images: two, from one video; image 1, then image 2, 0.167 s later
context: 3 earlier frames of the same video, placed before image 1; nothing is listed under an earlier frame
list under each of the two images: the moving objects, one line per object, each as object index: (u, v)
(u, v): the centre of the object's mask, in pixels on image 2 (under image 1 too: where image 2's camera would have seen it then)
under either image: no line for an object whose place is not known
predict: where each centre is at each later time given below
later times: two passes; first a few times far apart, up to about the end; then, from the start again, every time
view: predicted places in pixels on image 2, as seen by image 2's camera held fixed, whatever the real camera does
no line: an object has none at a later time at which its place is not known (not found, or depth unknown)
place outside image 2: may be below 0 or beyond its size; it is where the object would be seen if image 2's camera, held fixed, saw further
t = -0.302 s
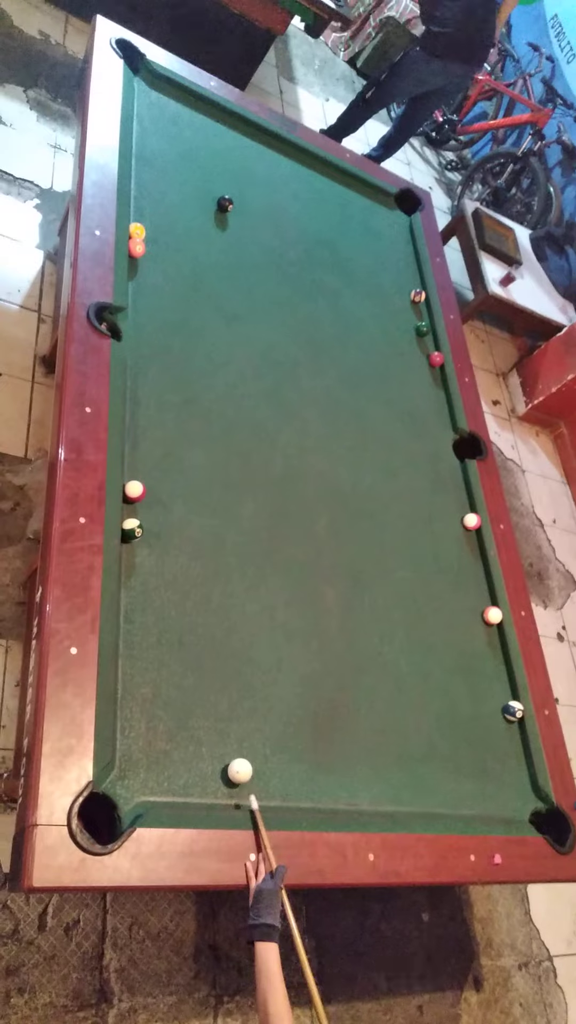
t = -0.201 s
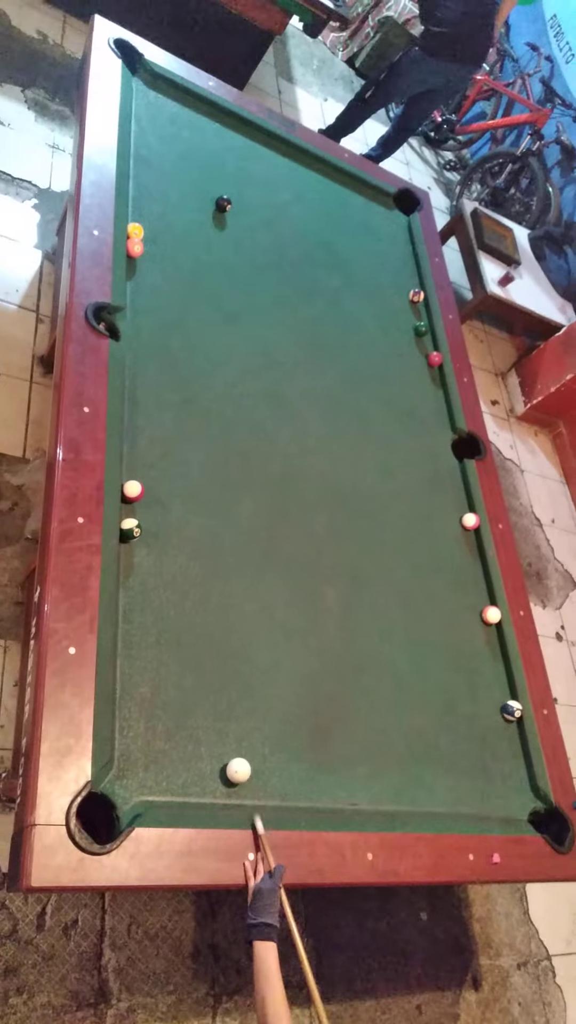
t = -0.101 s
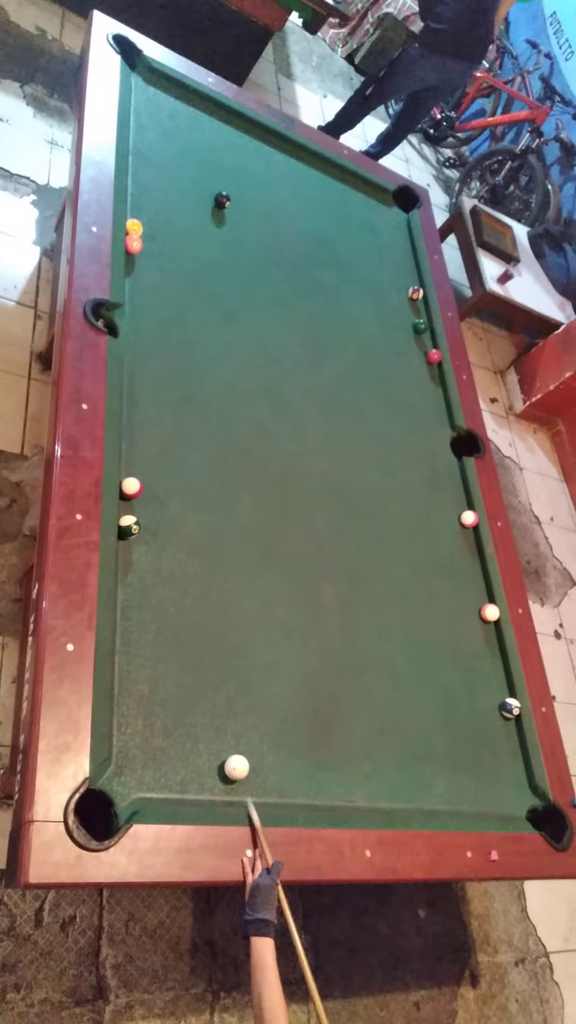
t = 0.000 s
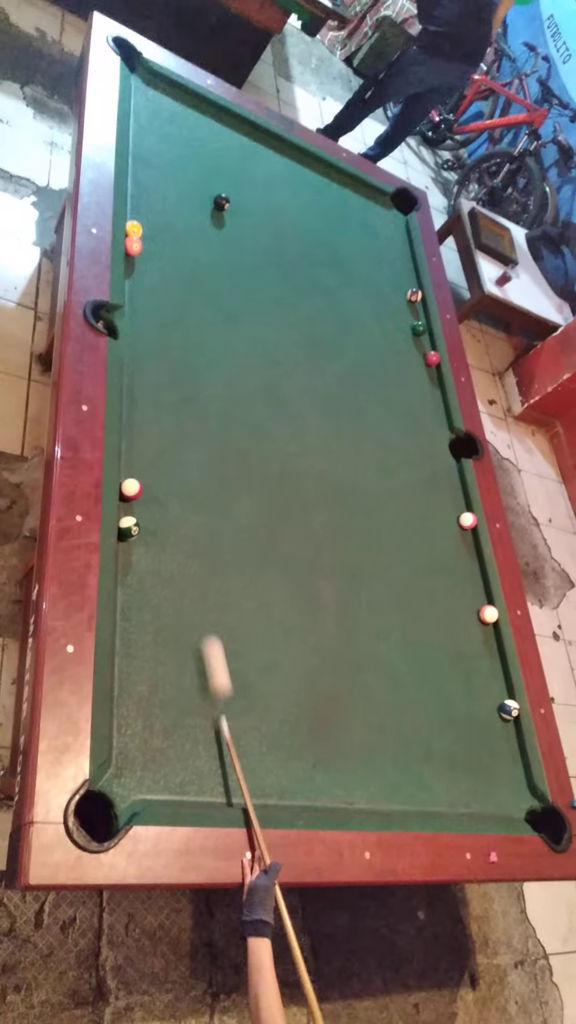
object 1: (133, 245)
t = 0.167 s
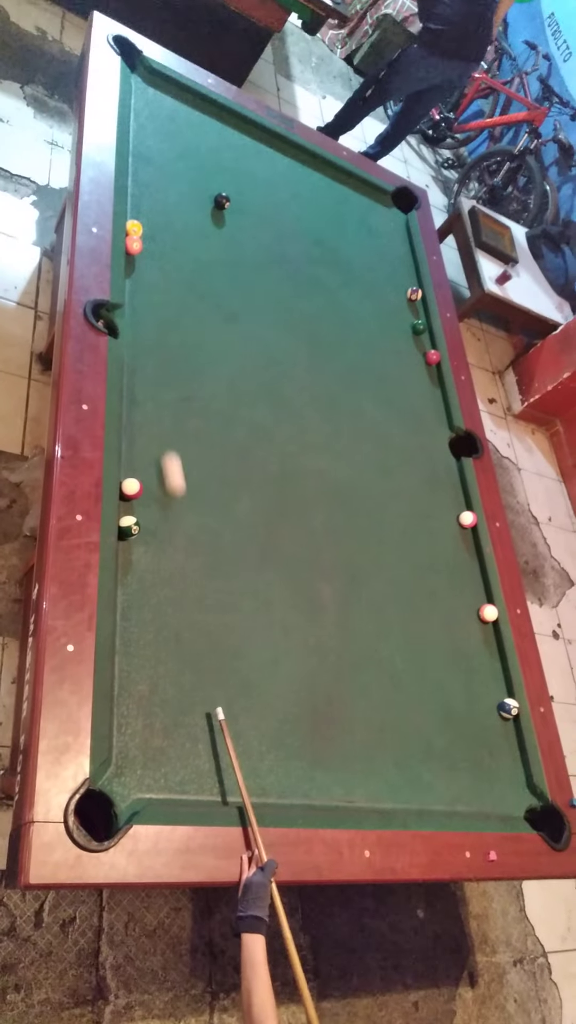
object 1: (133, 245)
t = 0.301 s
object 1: (133, 245)
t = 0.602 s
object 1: (143, 246)
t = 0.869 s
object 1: (160, 252)
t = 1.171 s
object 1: (177, 258)
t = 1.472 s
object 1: (192, 263)
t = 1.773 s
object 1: (204, 268)
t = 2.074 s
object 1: (214, 272)
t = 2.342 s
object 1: (221, 274)
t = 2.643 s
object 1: (226, 276)
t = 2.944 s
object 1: (230, 277)
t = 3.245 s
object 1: (231, 277)
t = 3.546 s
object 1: (231, 277)
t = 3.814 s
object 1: (231, 277)
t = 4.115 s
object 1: (231, 277)
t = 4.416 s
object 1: (232, 277)
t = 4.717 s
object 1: (231, 277)
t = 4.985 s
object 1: (231, 277)
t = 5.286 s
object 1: (231, 277)
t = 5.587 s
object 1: (231, 277)
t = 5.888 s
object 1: (232, 277)
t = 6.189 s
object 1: (232, 277)
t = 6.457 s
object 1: (232, 277)
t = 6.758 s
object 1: (232, 277)
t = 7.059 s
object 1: (231, 277)
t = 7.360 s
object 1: (231, 277)
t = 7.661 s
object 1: (231, 277)
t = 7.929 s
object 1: (231, 277)
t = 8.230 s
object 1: (231, 277)
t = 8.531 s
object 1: (231, 277)
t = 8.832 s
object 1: (231, 277)
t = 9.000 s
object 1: (231, 277)
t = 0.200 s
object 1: (133, 245)
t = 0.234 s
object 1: (133, 245)
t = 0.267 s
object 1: (133, 245)
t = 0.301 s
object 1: (133, 245)
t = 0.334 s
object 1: (133, 245)
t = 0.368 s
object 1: (133, 245)
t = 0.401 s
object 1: (133, 245)
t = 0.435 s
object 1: (133, 244)
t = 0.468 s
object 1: (134, 242)
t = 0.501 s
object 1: (136, 243)
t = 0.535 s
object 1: (138, 244)
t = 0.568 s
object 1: (141, 245)
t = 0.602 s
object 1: (143, 246)
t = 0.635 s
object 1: (145, 246)
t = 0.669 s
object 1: (147, 247)
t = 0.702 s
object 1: (149, 248)
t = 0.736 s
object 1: (152, 249)
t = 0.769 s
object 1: (154, 249)
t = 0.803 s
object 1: (156, 250)
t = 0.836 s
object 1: (158, 251)
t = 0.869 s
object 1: (160, 252)
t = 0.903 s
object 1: (162, 252)
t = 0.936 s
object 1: (164, 253)
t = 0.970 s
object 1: (166, 254)
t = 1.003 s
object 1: (168, 254)
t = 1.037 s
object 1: (170, 255)
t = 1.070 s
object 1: (171, 256)
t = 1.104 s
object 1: (173, 257)
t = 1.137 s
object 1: (175, 257)
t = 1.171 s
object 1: (177, 258)
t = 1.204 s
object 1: (179, 258)
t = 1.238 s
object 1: (180, 259)
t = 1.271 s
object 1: (182, 259)
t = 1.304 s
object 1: (184, 260)
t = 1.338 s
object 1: (186, 260)
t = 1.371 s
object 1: (187, 260)
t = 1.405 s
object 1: (189, 261)
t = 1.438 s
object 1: (190, 262)
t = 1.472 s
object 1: (192, 263)
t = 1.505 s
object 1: (193, 263)
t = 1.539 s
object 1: (195, 264)
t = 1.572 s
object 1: (196, 264)
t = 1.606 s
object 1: (197, 265)
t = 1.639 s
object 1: (199, 266)
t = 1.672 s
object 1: (200, 266)
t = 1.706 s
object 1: (201, 266)
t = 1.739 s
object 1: (203, 267)
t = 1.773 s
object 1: (204, 268)
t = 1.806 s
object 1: (205, 268)
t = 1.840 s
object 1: (206, 269)
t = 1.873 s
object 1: (207, 269)
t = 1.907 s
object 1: (209, 269)
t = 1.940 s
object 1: (209, 270)
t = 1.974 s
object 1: (210, 270)
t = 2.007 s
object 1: (212, 271)
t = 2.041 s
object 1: (213, 271)
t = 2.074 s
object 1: (214, 272)
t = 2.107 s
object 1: (215, 272)
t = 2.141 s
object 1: (215, 272)
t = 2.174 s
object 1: (216, 273)
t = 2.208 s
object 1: (217, 273)
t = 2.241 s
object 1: (218, 273)
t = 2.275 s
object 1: (219, 274)
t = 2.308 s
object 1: (220, 274)
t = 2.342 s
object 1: (221, 274)
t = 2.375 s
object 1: (221, 275)
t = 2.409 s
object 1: (222, 275)
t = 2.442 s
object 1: (223, 275)
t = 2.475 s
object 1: (224, 275)
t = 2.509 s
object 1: (224, 276)
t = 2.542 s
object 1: (225, 276)
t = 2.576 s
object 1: (225, 276)
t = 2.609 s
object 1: (226, 276)
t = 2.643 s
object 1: (226, 276)
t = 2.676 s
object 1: (227, 276)
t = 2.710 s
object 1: (228, 276)
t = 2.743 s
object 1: (228, 277)
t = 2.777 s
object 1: (228, 277)
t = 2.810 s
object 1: (229, 277)
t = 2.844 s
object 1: (229, 277)
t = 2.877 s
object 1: (229, 277)
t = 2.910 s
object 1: (230, 277)
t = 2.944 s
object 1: (230, 277)
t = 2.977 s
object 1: (230, 277)
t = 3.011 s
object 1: (231, 277)
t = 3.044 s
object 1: (231, 277)
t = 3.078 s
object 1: (231, 277)
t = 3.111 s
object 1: (231, 277)
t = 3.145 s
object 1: (231, 277)
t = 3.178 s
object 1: (231, 277)
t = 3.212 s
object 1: (231, 277)
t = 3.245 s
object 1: (231, 277)
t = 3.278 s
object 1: (231, 277)
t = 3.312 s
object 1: (231, 277)
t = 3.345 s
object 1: (231, 277)
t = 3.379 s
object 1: (231, 277)
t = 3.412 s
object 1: (231, 277)
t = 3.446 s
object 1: (231, 277)
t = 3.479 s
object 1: (231, 277)
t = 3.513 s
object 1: (231, 277)
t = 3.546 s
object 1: (231, 277)
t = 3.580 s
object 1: (231, 277)
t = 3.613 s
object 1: (231, 277)
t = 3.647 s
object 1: (231, 277)
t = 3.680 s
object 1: (231, 277)
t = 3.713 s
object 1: (231, 277)
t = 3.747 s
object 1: (231, 278)
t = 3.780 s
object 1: (231, 277)
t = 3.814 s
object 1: (231, 277)
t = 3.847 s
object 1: (231, 277)
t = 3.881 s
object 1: (231, 277)
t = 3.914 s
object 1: (231, 277)
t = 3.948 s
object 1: (231, 277)
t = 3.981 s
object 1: (231, 277)
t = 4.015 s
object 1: (231, 277)
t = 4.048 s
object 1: (231, 277)
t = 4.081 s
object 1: (231, 277)
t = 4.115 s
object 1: (231, 277)
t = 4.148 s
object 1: (231, 277)
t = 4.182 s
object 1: (231, 277)
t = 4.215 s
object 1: (231, 277)
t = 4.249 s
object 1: (231, 277)
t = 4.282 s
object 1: (231, 277)
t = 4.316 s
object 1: (231, 277)
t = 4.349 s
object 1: (232, 277)
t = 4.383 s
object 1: (232, 277)
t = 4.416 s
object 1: (232, 277)
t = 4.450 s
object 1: (232, 277)
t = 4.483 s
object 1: (231, 277)
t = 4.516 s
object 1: (231, 277)
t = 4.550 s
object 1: (231, 277)
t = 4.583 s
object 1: (232, 277)
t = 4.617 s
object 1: (232, 277)
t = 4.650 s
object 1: (231, 277)
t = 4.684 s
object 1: (231, 277)
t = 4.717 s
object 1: (231, 277)
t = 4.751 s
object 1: (231, 277)
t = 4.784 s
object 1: (231, 277)
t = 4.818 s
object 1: (231, 277)
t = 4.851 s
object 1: (232, 277)
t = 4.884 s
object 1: (231, 277)
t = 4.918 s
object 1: (231, 277)
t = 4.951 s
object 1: (231, 277)
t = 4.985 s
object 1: (231, 277)
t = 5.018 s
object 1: (231, 277)
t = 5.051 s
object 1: (231, 277)
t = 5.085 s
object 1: (231, 277)
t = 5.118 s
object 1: (231, 277)
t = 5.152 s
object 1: (231, 277)
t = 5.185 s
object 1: (231, 277)
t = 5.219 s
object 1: (231, 277)
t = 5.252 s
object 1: (231, 277)
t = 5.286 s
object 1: (231, 277)
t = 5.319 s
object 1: (231, 277)
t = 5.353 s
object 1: (231, 277)
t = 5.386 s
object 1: (231, 277)
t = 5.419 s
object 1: (231, 277)
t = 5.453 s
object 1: (231, 277)
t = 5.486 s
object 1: (231, 277)
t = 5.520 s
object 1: (231, 277)
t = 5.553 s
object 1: (231, 277)
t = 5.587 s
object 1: (231, 277)
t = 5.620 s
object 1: (231, 277)
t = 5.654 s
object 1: (231, 277)
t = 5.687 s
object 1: (232, 277)
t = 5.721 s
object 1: (232, 277)
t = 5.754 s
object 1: (232, 277)
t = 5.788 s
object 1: (231, 277)
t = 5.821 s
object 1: (232, 277)
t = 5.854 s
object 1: (232, 277)
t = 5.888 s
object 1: (232, 277)
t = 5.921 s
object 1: (231, 277)
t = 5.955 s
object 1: (231, 277)
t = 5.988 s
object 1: (232, 277)
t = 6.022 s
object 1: (232, 277)
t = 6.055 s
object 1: (231, 277)
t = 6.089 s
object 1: (231, 277)
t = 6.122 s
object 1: (232, 277)
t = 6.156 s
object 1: (232, 277)
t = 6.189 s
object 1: (232, 277)
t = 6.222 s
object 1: (232, 277)
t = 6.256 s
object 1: (231, 277)
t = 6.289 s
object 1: (231, 277)
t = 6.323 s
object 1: (232, 277)
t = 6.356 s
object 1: (232, 277)
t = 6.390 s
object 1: (232, 277)
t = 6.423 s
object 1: (232, 277)
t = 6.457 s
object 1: (232, 277)
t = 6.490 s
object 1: (232, 277)
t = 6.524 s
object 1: (232, 277)
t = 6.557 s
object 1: (232, 277)
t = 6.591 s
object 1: (231, 277)
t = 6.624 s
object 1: (232, 277)
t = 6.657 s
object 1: (232, 277)
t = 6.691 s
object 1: (231, 277)
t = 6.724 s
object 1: (231, 277)
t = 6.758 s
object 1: (232, 277)
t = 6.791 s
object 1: (232, 277)
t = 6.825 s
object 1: (231, 277)
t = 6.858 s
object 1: (231, 277)
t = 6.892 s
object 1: (231, 277)
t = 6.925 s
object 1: (231, 277)
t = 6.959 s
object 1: (231, 277)
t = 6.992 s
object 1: (231, 277)
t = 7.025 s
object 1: (232, 277)
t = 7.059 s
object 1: (231, 277)
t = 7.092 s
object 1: (231, 277)
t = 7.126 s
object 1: (231, 277)
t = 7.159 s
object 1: (232, 277)
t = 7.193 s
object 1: (231, 277)
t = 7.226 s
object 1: (231, 277)
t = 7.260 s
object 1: (231, 277)
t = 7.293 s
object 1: (231, 277)
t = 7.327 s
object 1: (231, 277)
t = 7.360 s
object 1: (231, 277)
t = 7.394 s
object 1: (231, 277)
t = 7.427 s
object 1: (231, 277)
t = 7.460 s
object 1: (231, 277)
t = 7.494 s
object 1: (231, 277)
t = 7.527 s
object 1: (231, 277)
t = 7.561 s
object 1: (231, 277)
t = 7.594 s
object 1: (231, 277)
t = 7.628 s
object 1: (231, 277)
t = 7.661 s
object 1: (231, 277)
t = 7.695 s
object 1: (231, 277)
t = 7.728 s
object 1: (231, 277)
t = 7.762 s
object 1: (231, 277)
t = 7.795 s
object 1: (231, 277)
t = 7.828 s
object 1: (231, 277)
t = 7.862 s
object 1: (231, 277)
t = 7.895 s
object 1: (231, 277)
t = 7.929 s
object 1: (231, 277)
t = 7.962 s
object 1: (231, 277)
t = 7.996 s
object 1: (231, 277)
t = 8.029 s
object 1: (231, 277)
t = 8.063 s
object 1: (231, 277)
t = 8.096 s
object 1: (231, 277)
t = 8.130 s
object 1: (231, 277)
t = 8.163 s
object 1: (231, 277)
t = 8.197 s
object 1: (231, 277)
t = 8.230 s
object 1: (231, 277)
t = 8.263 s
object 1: (231, 277)
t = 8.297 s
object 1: (231, 277)
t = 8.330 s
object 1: (231, 277)
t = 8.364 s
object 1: (231, 277)
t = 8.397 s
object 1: (231, 277)
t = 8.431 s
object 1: (231, 277)
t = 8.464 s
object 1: (231, 277)
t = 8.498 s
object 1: (231, 277)
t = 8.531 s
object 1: (231, 277)
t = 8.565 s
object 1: (231, 277)
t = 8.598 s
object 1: (231, 277)
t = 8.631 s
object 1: (231, 277)
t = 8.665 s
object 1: (231, 277)
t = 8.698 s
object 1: (231, 277)
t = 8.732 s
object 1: (231, 277)
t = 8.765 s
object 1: (231, 277)
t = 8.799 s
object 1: (231, 277)
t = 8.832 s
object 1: (231, 277)
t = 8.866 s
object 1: (231, 277)
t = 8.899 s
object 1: (231, 277)
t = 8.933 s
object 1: (231, 277)
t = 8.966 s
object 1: (231, 277)
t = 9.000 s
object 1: (231, 277)
